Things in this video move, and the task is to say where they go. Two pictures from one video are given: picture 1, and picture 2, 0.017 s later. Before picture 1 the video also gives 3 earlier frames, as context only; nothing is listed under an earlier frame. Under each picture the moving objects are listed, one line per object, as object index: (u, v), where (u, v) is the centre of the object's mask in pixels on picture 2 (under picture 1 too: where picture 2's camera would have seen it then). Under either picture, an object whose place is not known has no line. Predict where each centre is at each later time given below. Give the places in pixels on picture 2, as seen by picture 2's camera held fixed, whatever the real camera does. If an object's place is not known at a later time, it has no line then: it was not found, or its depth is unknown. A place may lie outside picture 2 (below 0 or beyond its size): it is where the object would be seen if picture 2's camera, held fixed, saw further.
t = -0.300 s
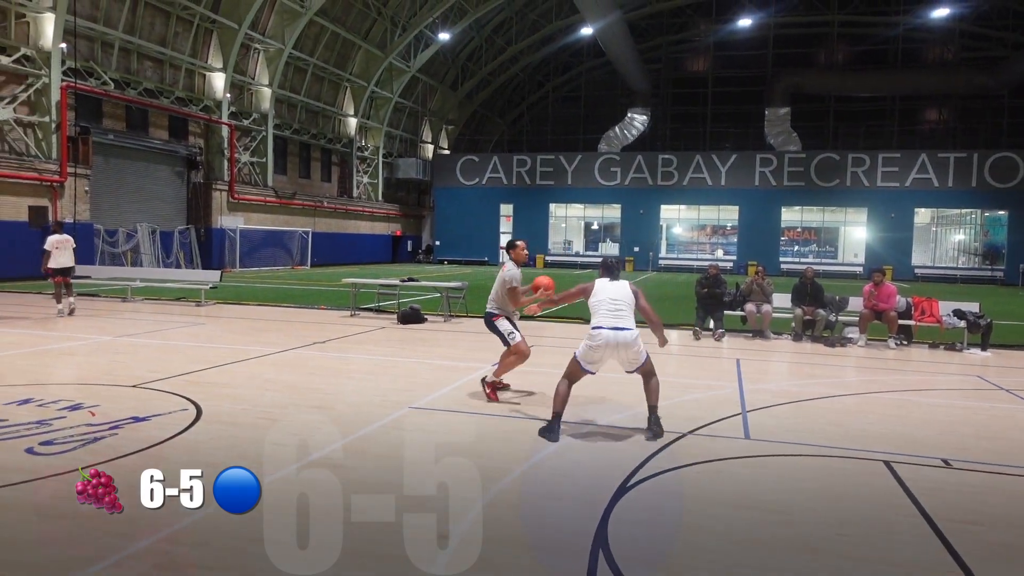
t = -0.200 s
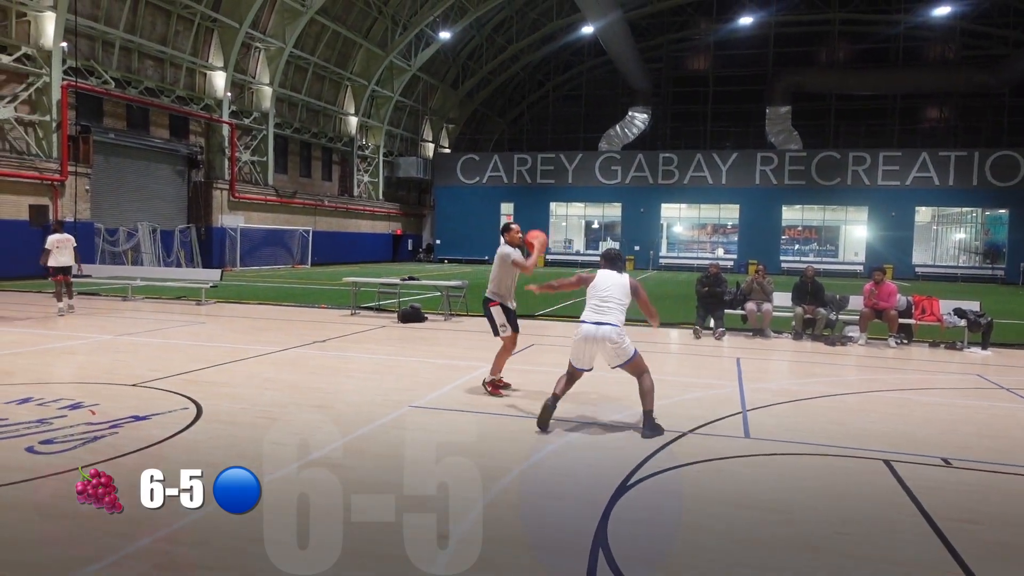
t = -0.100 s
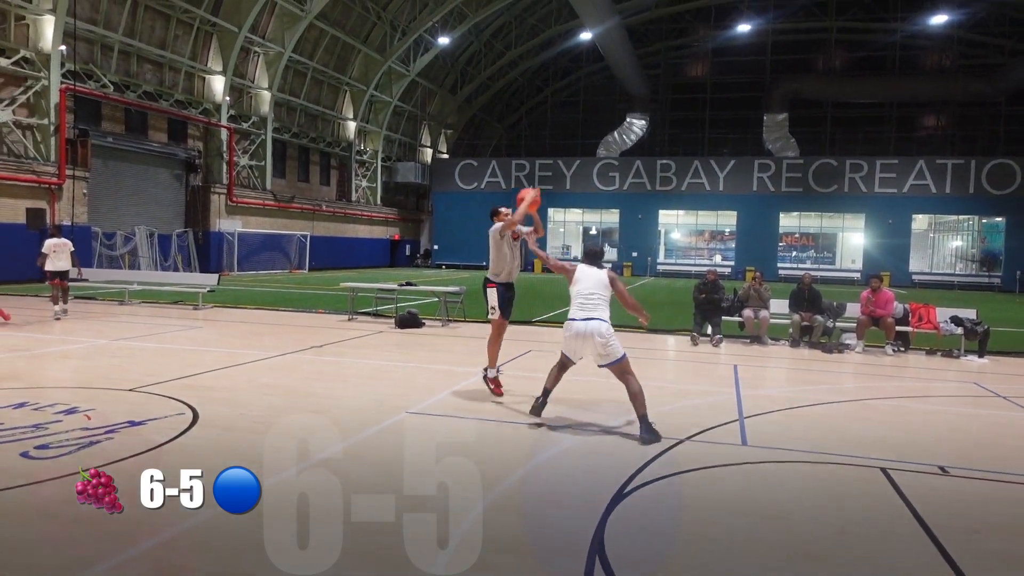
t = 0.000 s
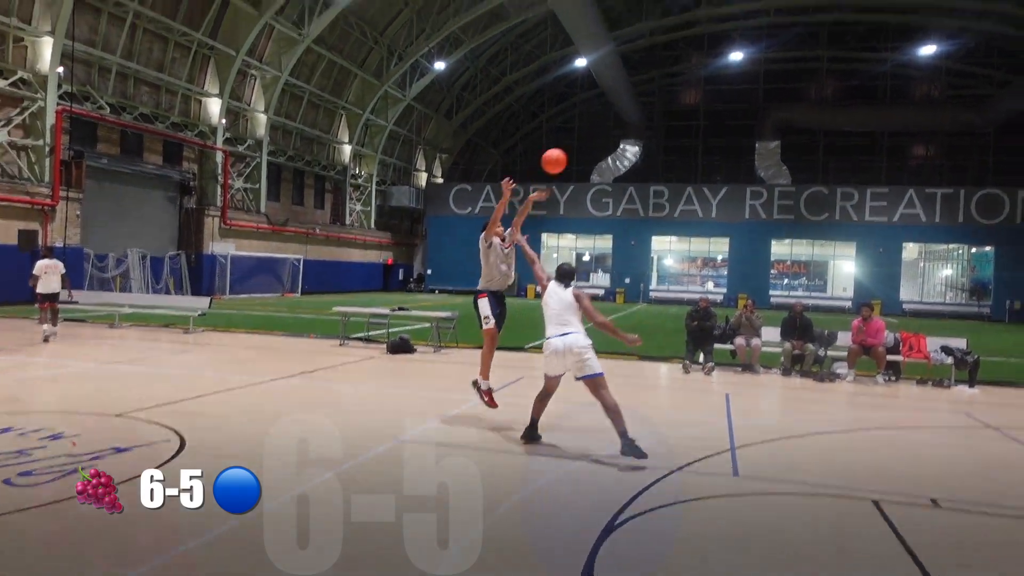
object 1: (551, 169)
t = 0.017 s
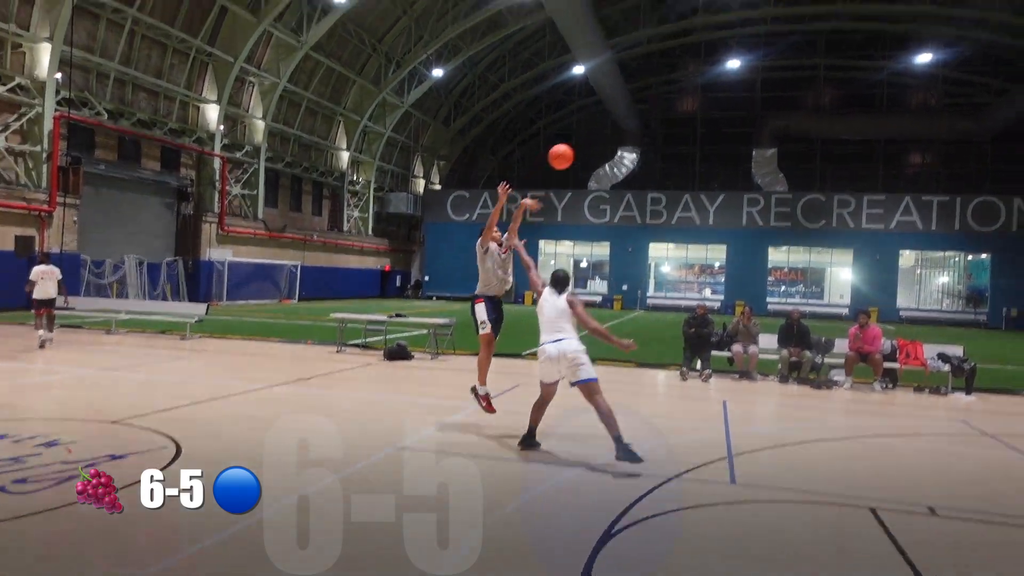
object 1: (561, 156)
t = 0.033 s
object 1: (570, 144)
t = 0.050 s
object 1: (579, 132)
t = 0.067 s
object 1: (590, 120)
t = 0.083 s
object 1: (601, 108)
